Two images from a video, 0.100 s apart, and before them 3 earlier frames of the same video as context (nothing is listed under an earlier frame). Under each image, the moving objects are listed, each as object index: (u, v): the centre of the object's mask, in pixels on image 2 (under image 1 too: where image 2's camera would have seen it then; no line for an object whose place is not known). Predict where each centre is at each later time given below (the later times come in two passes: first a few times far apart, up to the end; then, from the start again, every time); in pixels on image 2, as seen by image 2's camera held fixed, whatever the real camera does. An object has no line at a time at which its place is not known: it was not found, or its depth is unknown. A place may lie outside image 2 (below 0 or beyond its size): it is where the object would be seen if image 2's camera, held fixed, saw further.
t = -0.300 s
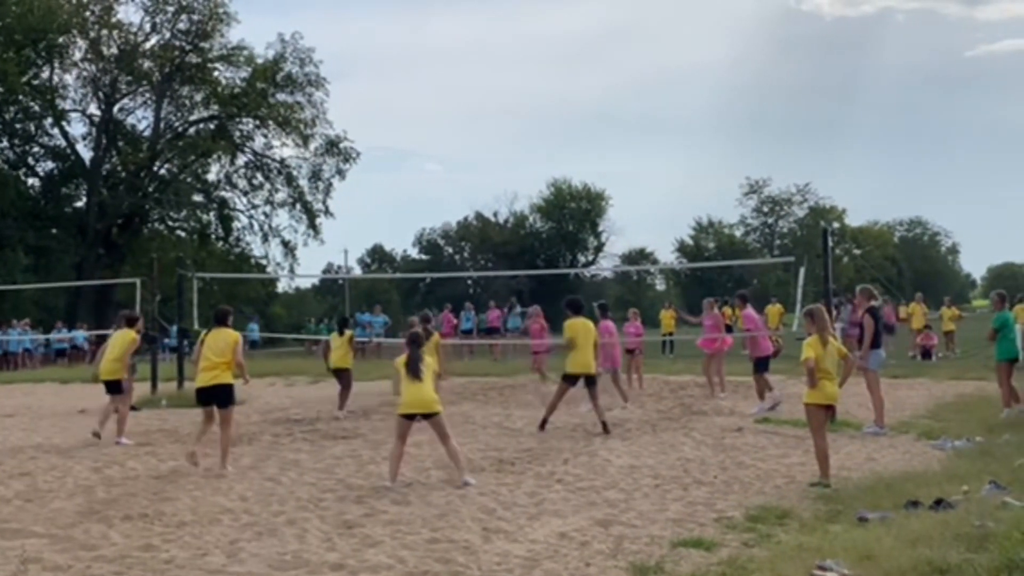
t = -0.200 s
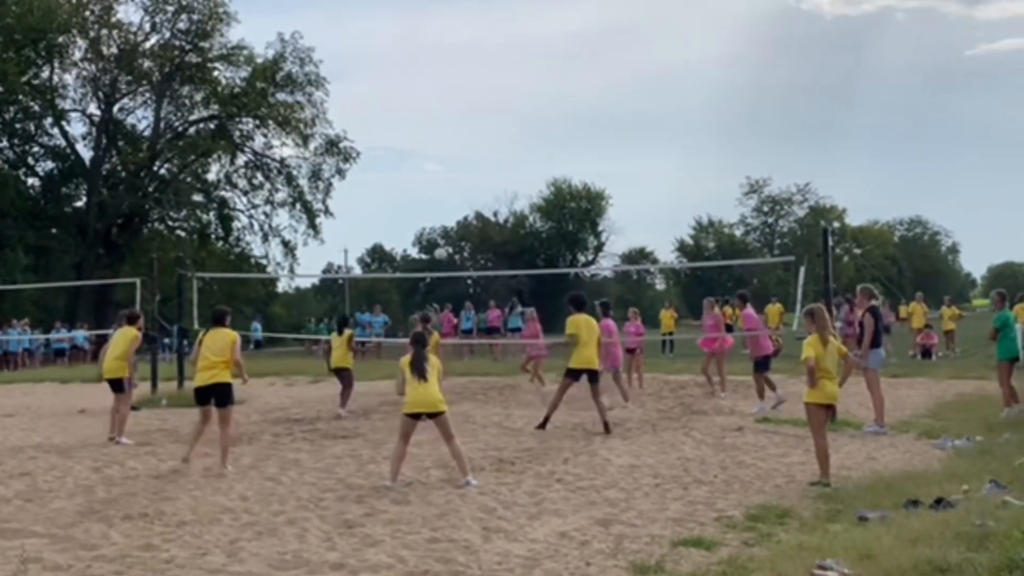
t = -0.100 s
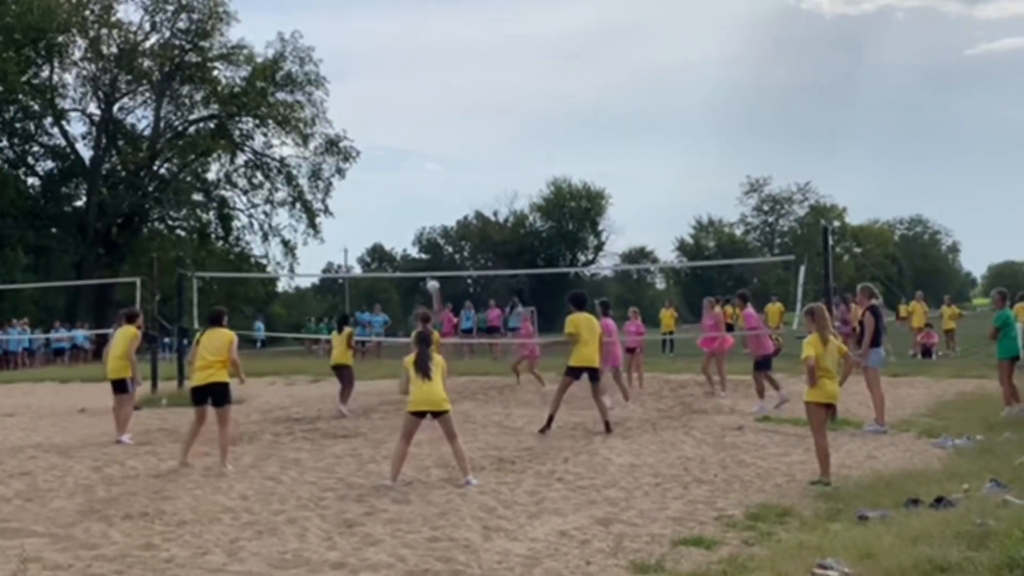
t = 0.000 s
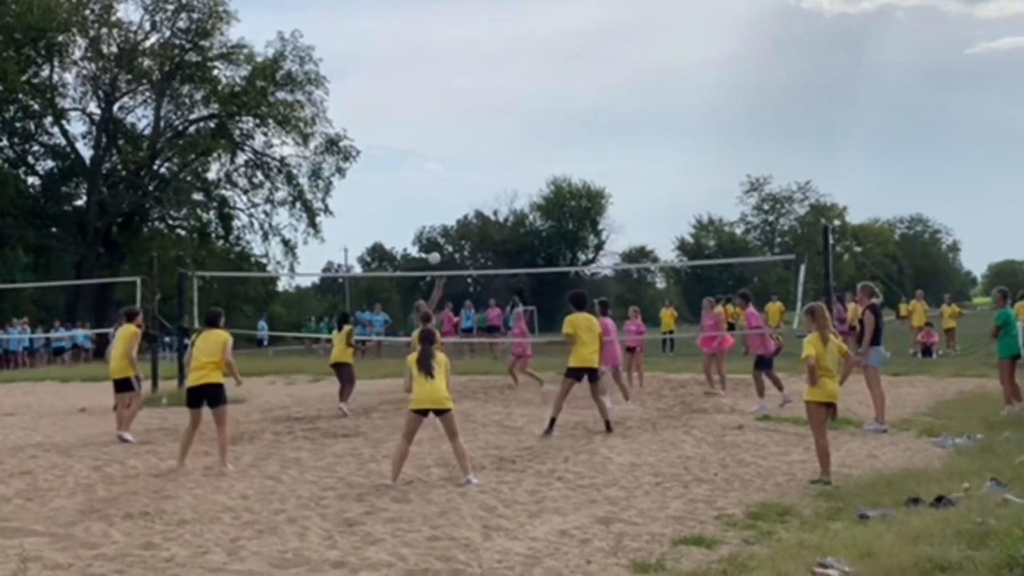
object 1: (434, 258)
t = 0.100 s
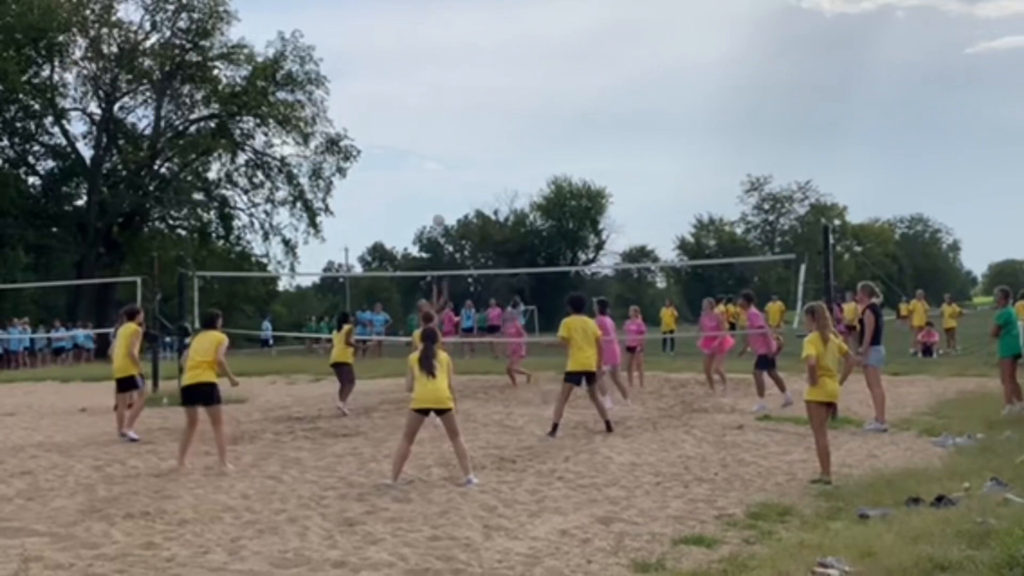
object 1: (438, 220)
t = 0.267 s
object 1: (444, 170)
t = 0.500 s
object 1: (453, 125)
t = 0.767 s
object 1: (463, 112)
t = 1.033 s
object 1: (474, 143)
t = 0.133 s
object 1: (439, 209)
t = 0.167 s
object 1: (441, 198)
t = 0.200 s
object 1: (442, 188)
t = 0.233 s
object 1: (443, 179)
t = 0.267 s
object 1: (444, 170)
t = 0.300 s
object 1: (446, 162)
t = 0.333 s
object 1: (447, 154)
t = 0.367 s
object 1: (448, 147)
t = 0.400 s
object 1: (450, 140)
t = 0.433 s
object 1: (451, 135)
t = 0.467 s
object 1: (452, 130)
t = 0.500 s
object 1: (453, 125)
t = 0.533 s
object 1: (455, 121)
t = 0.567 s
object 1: (456, 118)
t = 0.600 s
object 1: (457, 115)
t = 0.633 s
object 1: (458, 113)
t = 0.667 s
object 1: (460, 112)
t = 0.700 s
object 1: (461, 111)
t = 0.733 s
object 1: (462, 112)
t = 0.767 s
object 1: (463, 112)
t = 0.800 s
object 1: (465, 114)
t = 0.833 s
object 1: (466, 116)
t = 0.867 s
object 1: (468, 119)
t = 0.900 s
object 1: (469, 122)
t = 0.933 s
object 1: (470, 126)
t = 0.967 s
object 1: (472, 131)
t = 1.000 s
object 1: (473, 137)
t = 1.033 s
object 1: (474, 143)
